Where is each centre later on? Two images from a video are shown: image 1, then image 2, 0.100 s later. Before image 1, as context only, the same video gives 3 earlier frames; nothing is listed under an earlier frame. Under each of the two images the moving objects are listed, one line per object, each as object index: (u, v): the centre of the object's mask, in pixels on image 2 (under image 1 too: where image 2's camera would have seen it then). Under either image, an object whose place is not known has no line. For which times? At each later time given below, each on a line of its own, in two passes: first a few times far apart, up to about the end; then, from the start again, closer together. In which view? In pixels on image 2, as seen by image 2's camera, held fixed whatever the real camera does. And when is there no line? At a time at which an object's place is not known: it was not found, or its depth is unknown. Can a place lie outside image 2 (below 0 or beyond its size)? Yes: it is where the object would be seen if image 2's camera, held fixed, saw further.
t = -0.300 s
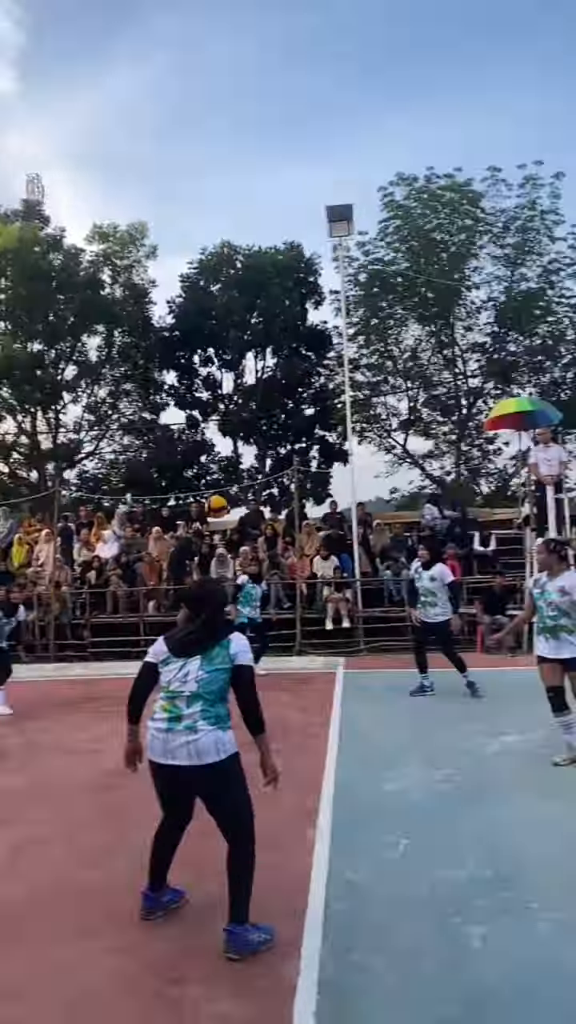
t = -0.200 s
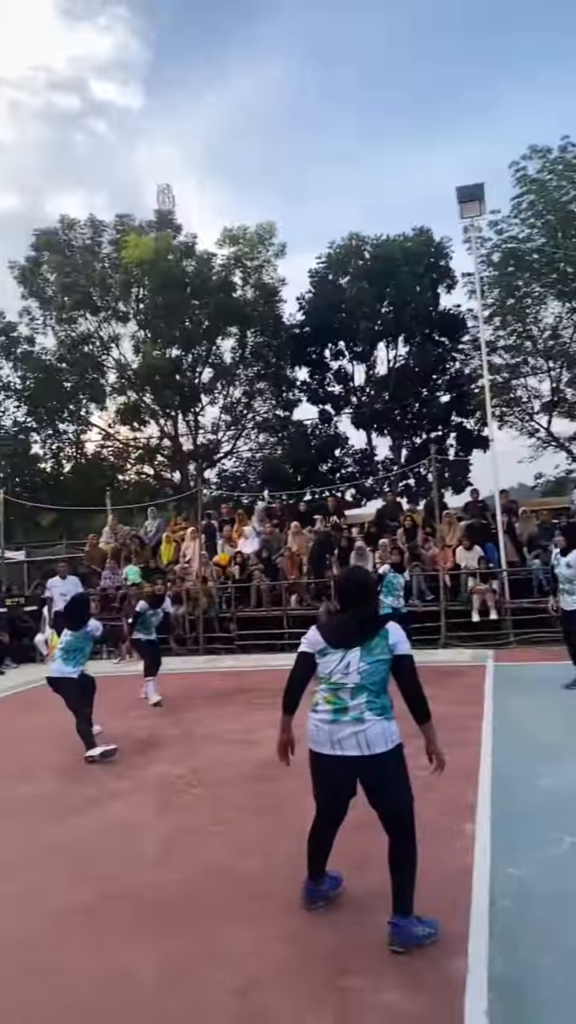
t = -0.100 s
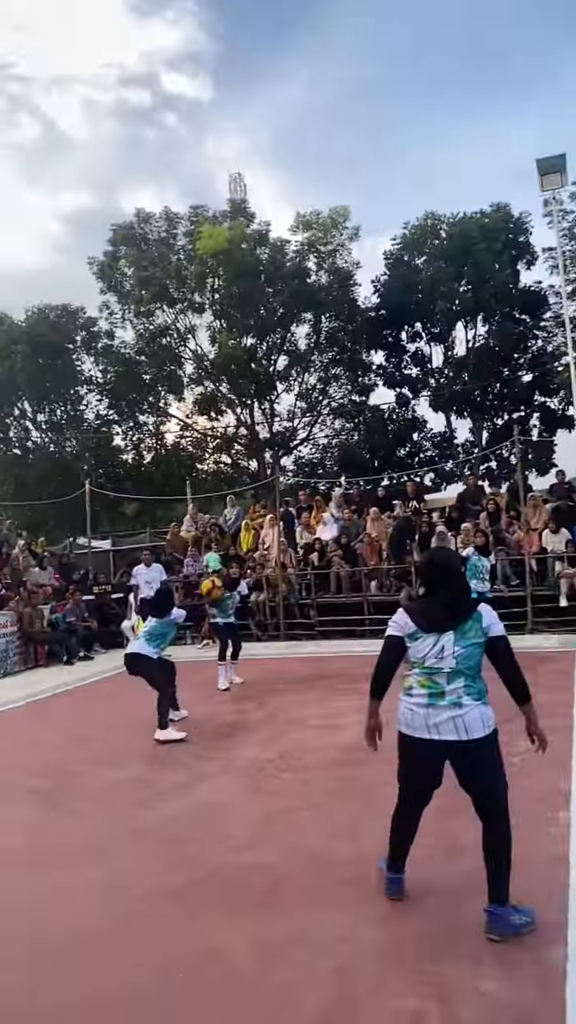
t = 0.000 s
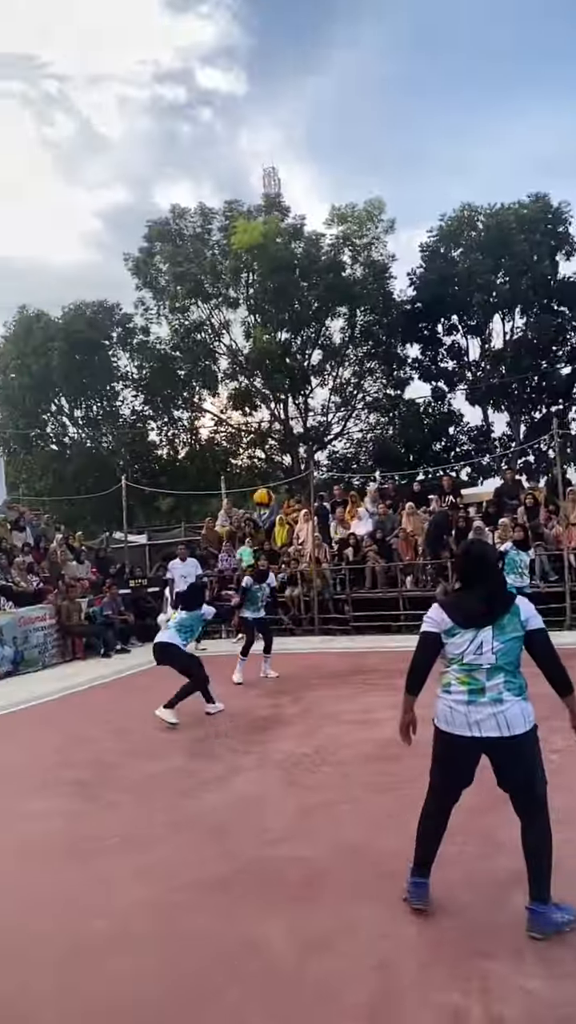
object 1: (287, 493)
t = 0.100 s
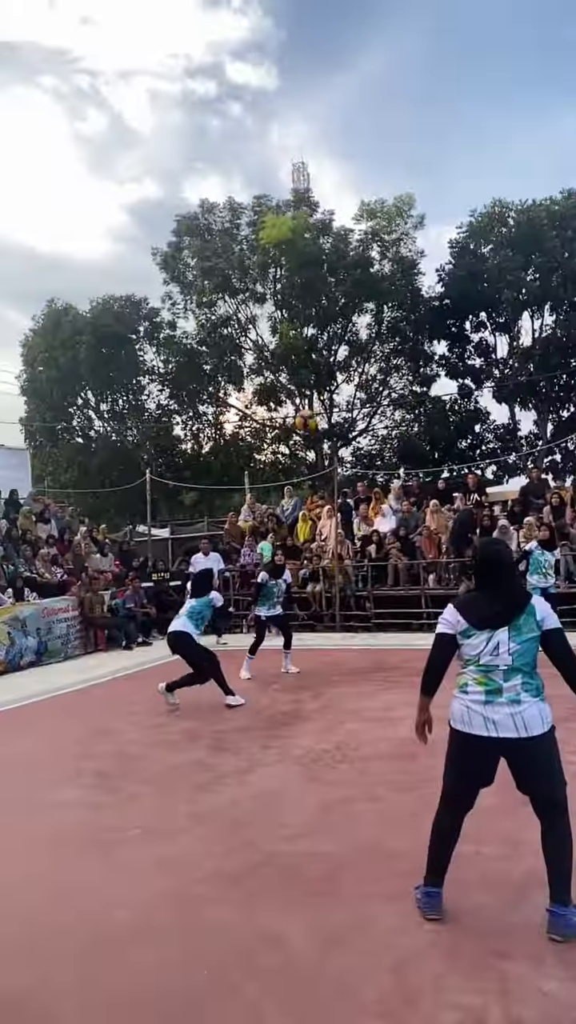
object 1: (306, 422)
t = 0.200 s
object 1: (324, 356)
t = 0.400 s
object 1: (359, 255)
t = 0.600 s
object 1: (395, 192)
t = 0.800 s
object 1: (433, 170)
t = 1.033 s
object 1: (483, 199)
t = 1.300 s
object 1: (548, 310)
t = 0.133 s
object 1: (312, 398)
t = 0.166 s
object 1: (318, 377)
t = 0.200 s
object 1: (324, 356)
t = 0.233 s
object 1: (329, 338)
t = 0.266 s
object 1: (336, 319)
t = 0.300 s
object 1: (342, 300)
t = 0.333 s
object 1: (347, 285)
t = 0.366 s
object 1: (353, 268)
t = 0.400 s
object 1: (359, 255)
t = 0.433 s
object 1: (364, 242)
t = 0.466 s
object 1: (370, 232)
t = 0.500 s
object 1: (376, 219)
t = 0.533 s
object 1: (383, 209)
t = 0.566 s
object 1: (387, 201)
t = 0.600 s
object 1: (395, 192)
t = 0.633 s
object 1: (401, 186)
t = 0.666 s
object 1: (407, 180)
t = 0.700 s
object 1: (413, 176)
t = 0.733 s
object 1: (420, 173)
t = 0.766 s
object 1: (426, 171)
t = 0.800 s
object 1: (433, 170)
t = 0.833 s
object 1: (440, 170)
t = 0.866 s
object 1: (447, 172)
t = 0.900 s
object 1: (454, 175)
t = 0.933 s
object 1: (461, 179)
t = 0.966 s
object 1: (468, 184)
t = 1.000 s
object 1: (475, 191)
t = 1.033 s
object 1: (483, 199)
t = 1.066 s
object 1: (491, 209)
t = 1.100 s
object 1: (496, 221)
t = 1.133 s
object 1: (505, 233)
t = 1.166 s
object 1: (513, 245)
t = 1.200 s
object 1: (521, 259)
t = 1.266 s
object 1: (539, 292)
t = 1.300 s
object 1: (548, 310)
